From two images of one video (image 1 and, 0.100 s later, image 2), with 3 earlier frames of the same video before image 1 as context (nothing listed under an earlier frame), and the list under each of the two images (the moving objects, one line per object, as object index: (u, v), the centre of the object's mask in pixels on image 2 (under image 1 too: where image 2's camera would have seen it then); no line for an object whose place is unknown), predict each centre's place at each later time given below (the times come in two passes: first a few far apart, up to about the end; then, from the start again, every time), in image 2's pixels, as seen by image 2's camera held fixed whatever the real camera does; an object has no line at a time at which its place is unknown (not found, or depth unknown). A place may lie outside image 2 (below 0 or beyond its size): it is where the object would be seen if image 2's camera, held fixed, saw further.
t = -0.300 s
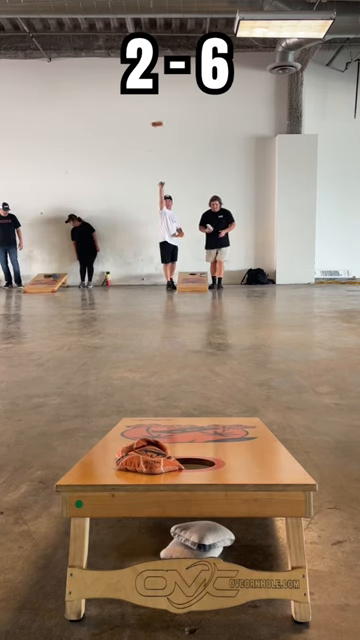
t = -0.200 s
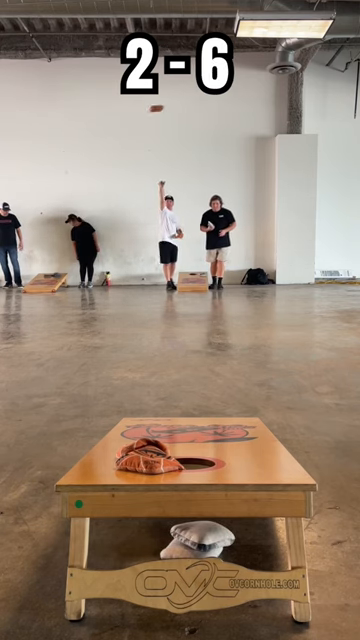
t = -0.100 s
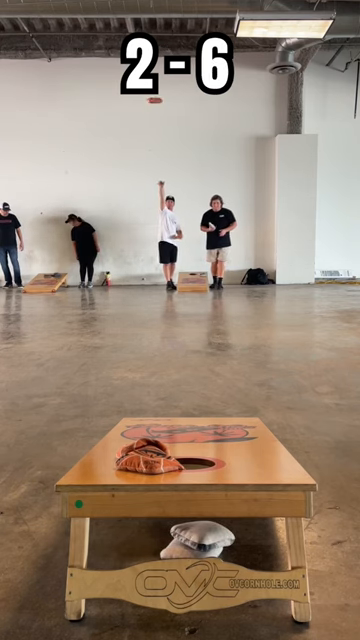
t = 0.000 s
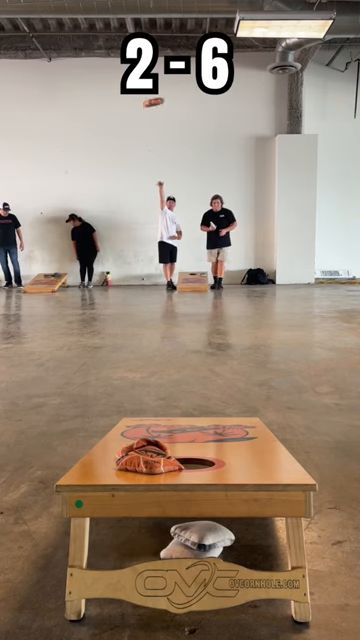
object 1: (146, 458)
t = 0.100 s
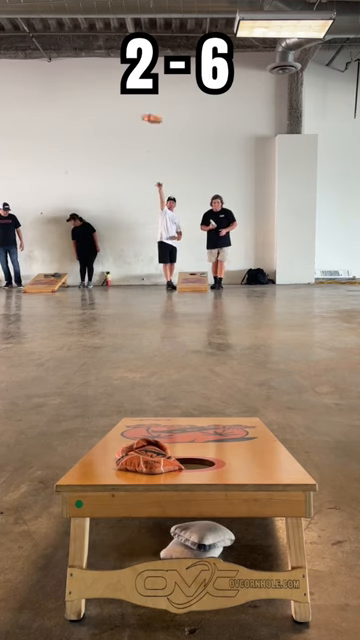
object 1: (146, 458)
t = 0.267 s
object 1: (146, 458)
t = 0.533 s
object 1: (142, 452)
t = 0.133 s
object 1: (146, 458)
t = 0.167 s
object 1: (146, 458)
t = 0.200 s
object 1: (146, 458)
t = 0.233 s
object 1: (146, 458)
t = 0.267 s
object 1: (146, 458)
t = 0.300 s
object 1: (146, 458)
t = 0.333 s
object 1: (146, 458)
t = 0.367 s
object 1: (146, 458)
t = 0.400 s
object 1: (146, 458)
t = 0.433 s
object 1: (146, 458)
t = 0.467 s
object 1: (146, 457)
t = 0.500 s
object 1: (146, 457)
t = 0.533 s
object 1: (142, 452)
